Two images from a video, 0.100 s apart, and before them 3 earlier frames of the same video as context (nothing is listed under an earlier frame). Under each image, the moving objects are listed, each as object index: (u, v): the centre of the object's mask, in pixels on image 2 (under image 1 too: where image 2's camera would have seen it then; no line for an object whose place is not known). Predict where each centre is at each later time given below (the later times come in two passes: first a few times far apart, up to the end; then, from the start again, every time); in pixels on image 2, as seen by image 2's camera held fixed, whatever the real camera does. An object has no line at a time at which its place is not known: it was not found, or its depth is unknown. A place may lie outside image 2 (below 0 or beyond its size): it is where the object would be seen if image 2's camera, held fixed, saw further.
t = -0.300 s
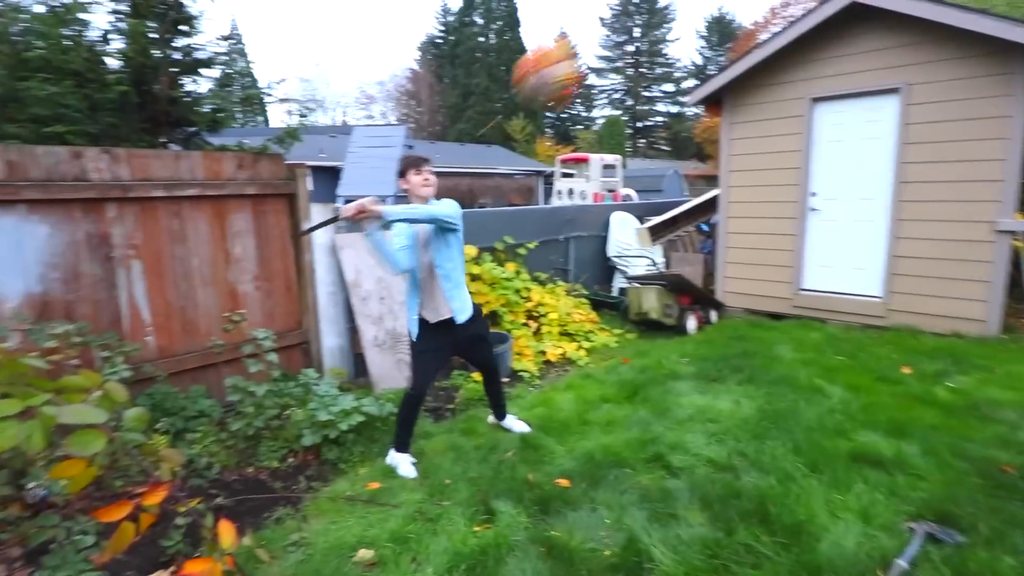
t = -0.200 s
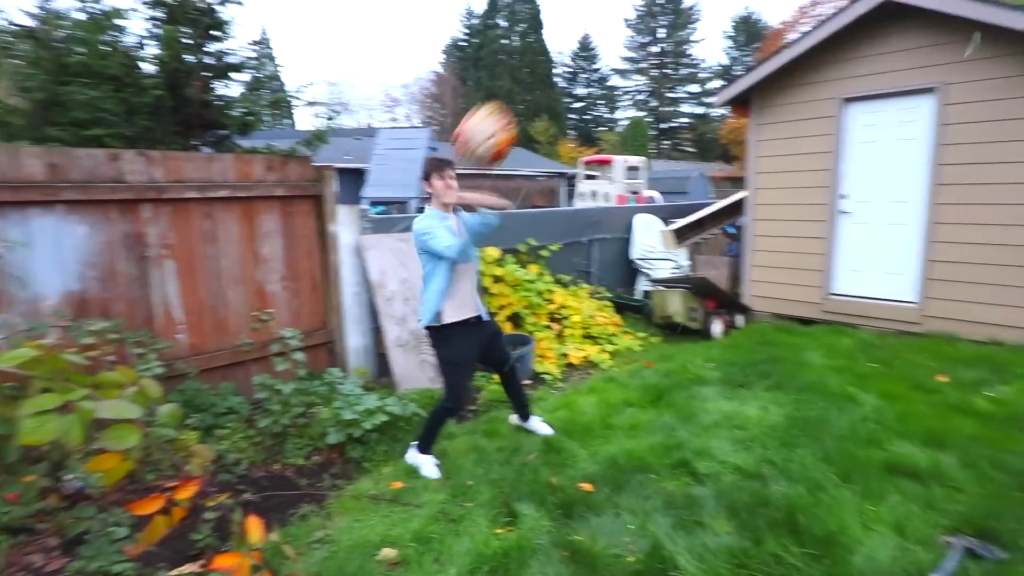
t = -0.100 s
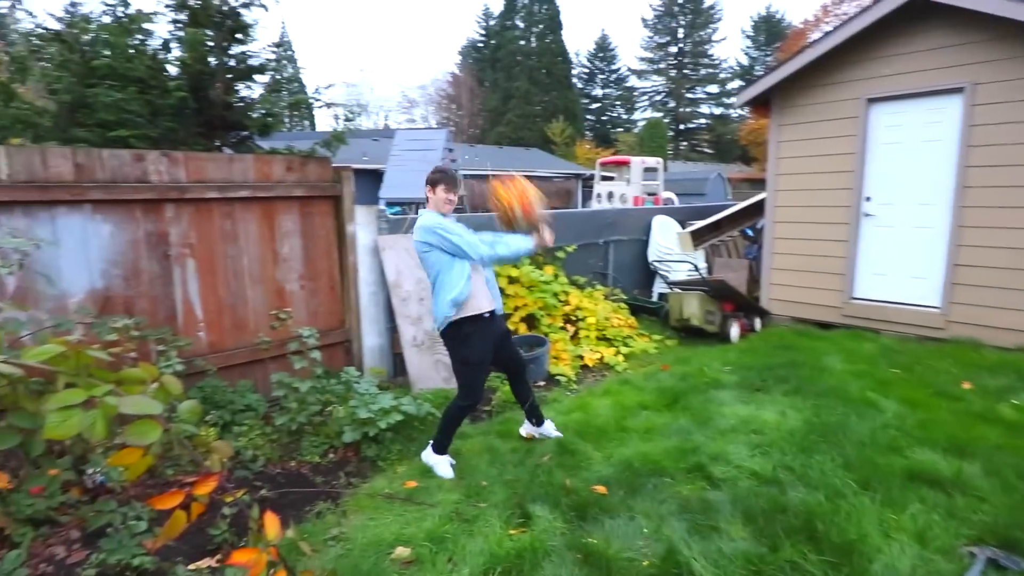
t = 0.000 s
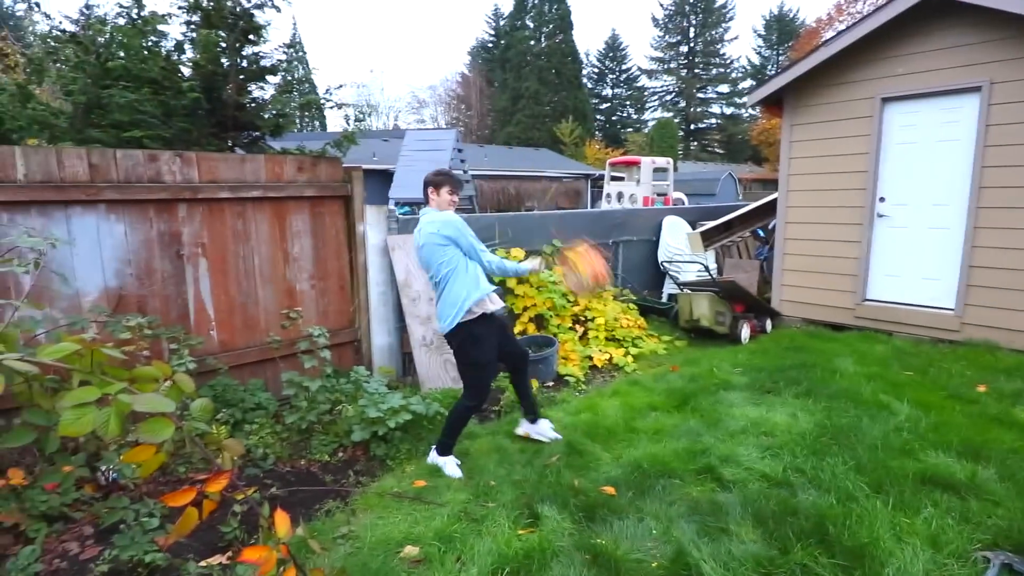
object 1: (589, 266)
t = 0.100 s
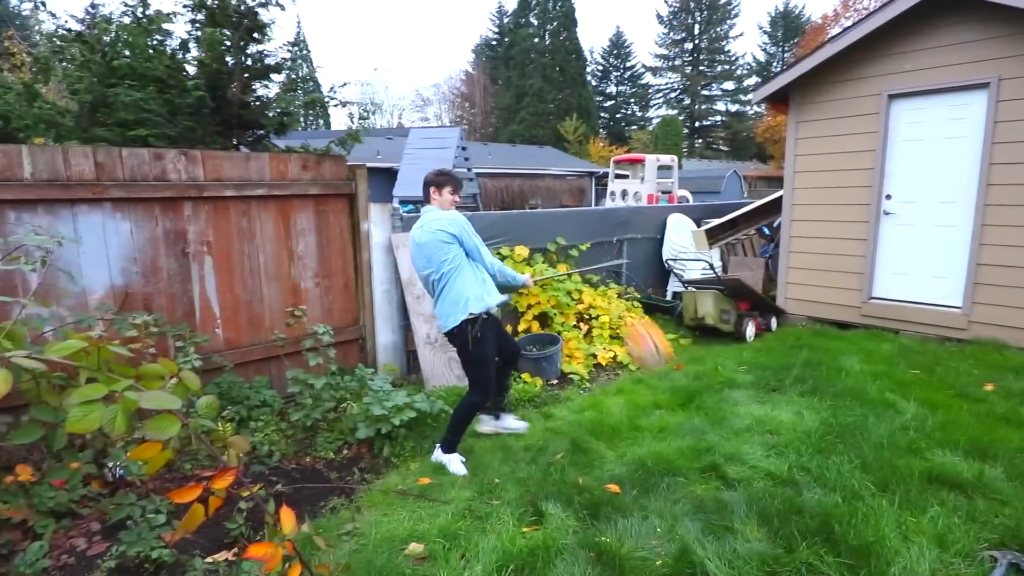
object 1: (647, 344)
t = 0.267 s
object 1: (714, 443)
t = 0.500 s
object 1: (752, 435)
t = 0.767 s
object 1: (782, 431)
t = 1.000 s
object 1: (783, 430)
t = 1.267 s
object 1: (782, 431)
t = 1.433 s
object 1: (782, 430)
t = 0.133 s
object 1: (664, 373)
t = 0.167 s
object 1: (681, 400)
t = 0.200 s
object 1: (694, 431)
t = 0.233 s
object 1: (708, 449)
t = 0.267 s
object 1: (714, 443)
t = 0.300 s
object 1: (721, 437)
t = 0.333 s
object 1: (726, 434)
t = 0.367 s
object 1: (732, 432)
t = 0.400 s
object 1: (737, 431)
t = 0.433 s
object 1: (741, 431)
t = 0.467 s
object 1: (746, 433)
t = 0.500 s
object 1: (752, 435)
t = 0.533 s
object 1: (757, 436)
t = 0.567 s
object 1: (762, 435)
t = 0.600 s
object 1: (767, 434)
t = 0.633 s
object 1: (771, 433)
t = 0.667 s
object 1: (774, 433)
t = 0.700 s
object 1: (778, 432)
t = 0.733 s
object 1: (780, 432)
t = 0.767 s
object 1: (782, 431)
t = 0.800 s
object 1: (783, 431)
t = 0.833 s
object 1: (784, 431)
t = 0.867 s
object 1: (784, 431)
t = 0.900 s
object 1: (784, 431)
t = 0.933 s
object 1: (784, 430)
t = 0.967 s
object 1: (783, 430)
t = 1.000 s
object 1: (783, 430)
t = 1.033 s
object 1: (782, 430)
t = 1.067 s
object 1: (782, 430)
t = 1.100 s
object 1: (782, 431)
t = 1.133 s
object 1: (782, 431)
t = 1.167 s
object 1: (782, 431)
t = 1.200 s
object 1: (782, 431)
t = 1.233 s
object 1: (782, 431)
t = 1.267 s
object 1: (782, 431)
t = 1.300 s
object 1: (782, 431)
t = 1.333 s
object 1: (782, 431)
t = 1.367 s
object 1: (782, 431)
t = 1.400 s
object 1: (782, 431)
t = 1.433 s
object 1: (782, 430)
